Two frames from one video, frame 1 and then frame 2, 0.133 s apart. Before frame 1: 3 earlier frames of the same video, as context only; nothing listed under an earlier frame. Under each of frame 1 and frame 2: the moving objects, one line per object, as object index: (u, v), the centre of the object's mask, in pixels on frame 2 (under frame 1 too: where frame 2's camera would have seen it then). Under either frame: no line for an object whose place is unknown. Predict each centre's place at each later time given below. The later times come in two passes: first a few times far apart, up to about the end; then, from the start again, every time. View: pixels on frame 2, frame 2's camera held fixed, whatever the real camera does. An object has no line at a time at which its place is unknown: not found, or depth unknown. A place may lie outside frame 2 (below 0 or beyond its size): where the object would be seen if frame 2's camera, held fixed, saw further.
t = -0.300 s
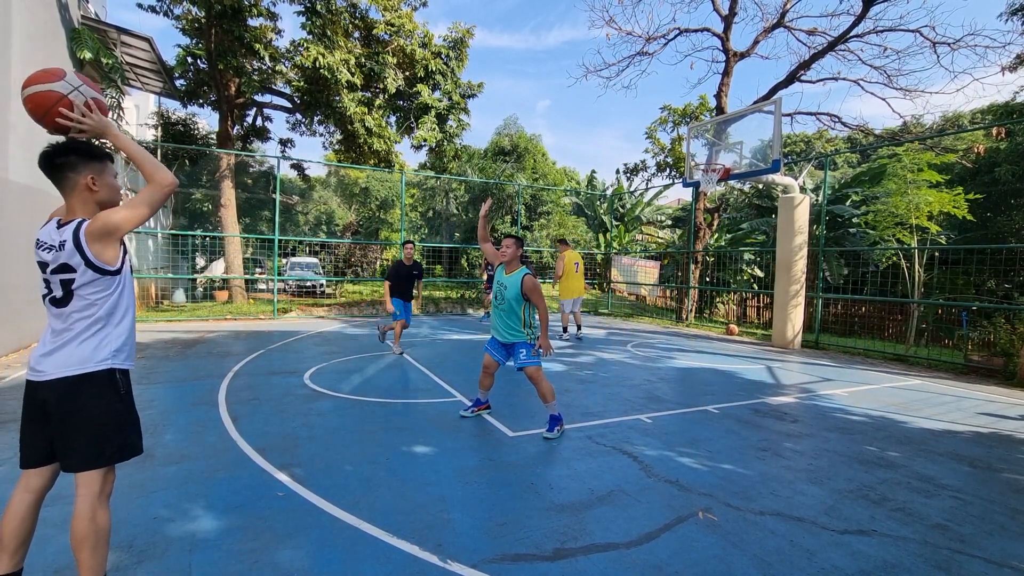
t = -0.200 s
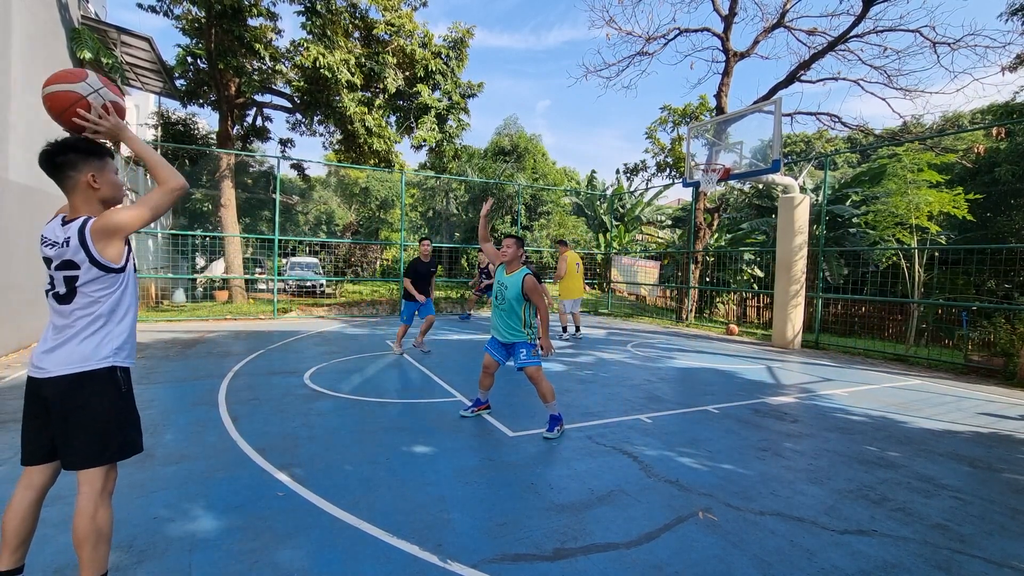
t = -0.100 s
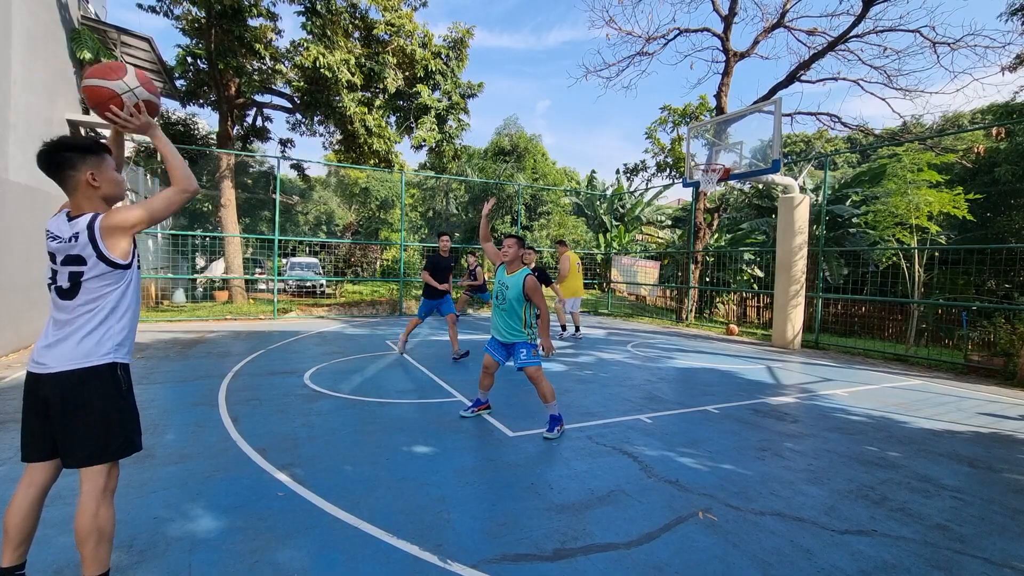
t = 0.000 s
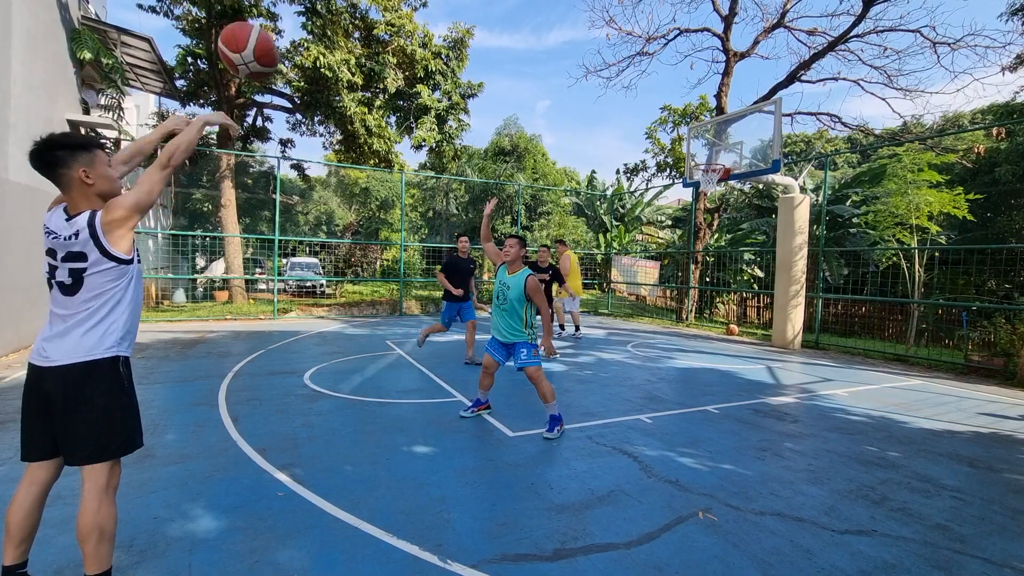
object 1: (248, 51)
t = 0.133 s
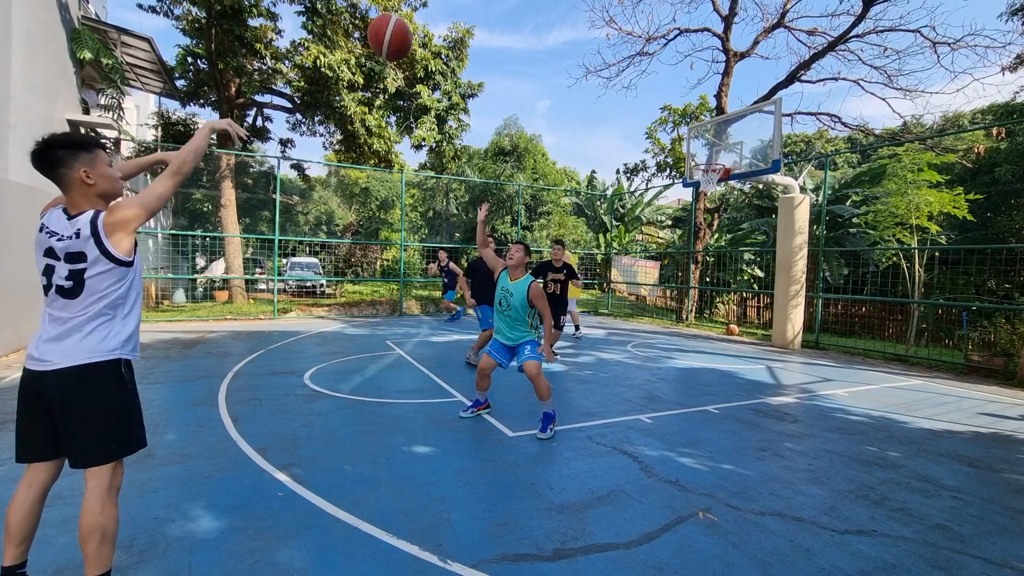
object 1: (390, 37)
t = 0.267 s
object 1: (486, 55)
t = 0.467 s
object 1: (580, 114)
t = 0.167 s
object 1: (417, 40)
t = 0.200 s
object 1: (442, 44)
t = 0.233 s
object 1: (464, 48)
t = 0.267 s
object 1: (486, 55)
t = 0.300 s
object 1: (505, 63)
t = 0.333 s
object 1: (522, 72)
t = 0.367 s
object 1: (538, 81)
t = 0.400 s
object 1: (553, 92)
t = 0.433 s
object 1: (567, 103)
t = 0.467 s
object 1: (580, 114)
